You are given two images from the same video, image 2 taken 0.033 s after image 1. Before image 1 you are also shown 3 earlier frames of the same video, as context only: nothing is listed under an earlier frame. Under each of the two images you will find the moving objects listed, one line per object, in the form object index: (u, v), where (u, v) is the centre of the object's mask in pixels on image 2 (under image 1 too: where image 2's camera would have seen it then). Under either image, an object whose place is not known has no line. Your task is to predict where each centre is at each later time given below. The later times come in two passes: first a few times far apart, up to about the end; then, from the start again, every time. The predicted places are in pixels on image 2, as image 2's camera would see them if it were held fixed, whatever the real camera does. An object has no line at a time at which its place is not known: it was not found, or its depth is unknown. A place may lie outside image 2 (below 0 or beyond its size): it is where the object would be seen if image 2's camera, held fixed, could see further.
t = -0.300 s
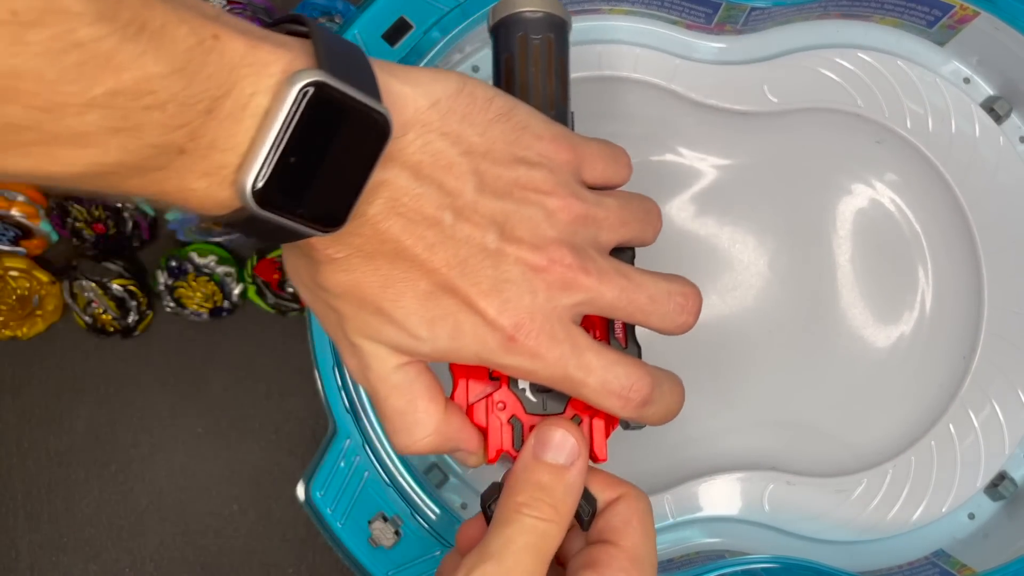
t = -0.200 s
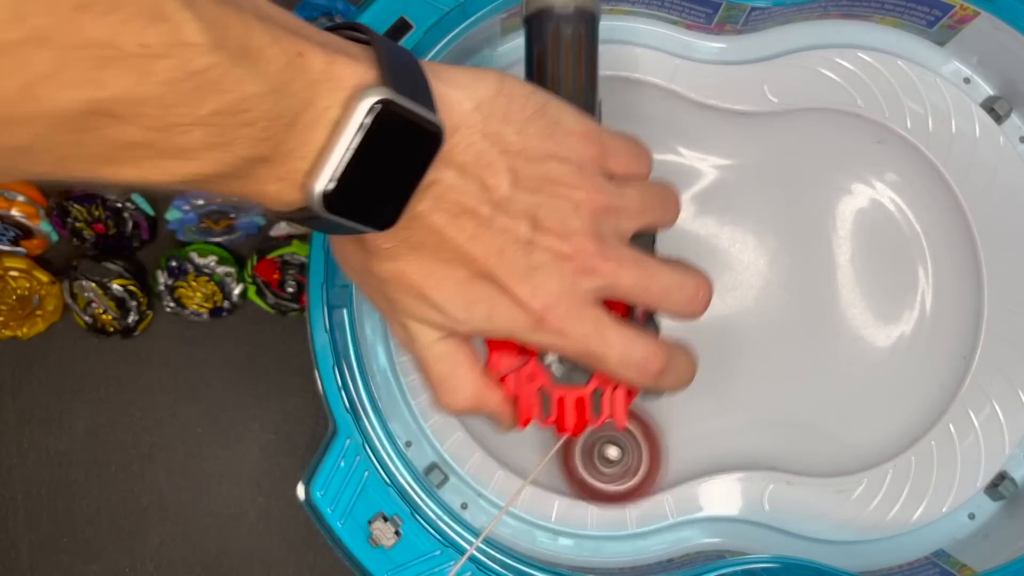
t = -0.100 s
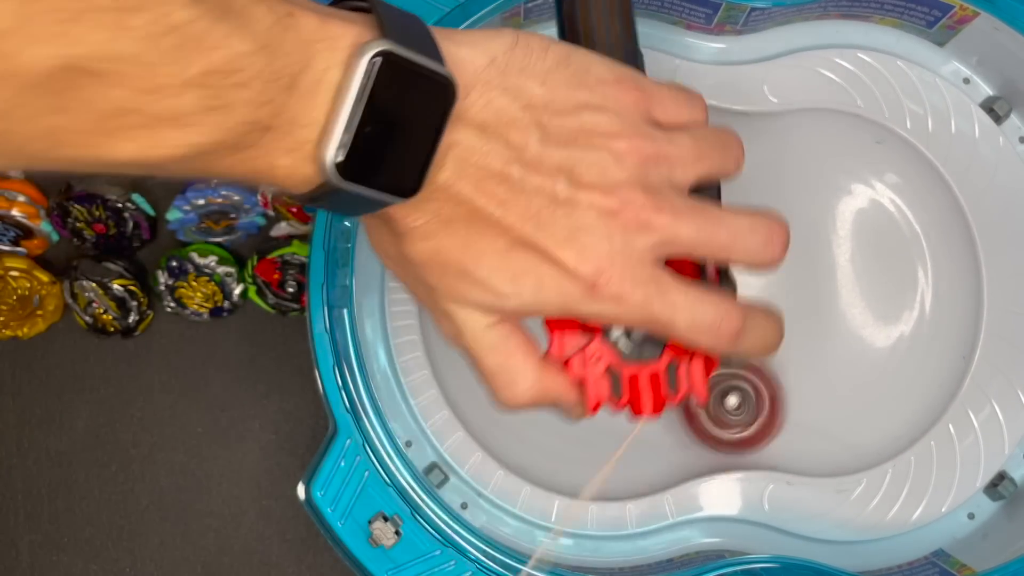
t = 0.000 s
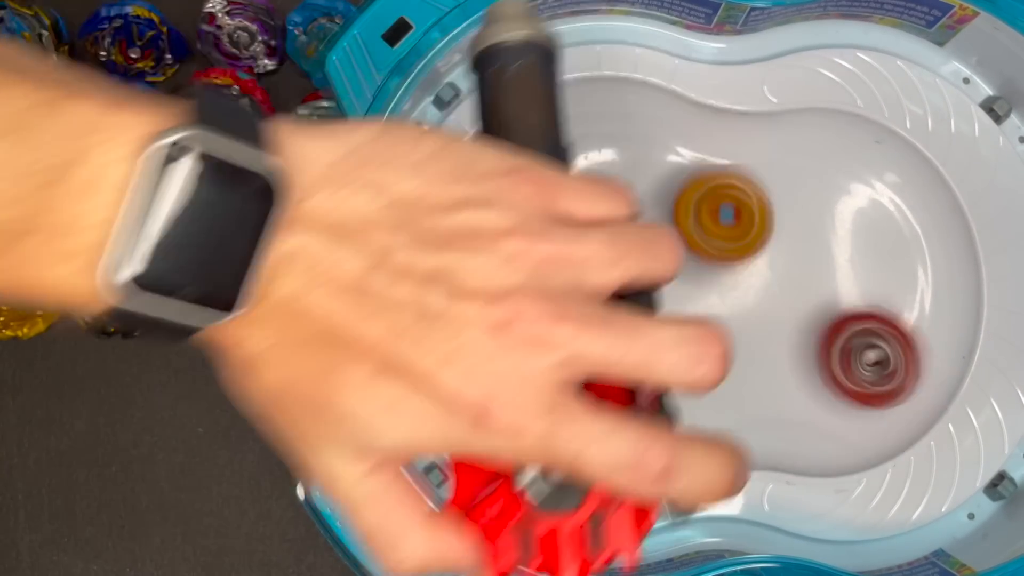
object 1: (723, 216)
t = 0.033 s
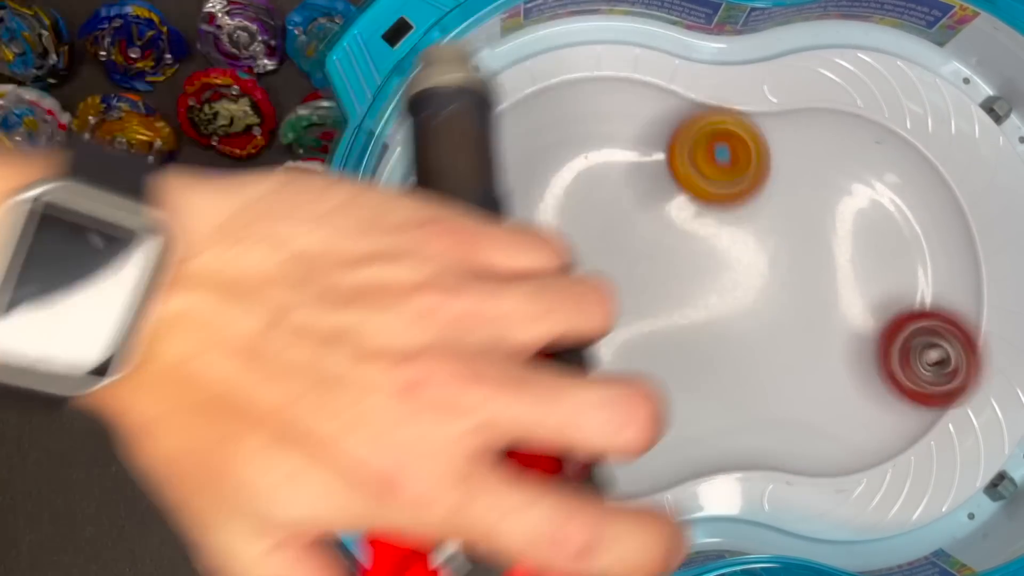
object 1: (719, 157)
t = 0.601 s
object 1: (743, 440)
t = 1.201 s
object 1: (496, 425)
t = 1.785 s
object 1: (690, 254)
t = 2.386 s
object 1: (756, 156)
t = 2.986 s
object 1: (681, 238)
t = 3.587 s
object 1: (851, 186)
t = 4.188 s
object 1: (844, 383)
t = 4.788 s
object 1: (603, 188)
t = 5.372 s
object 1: (671, 325)
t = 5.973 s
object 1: (684, 294)
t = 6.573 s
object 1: (612, 275)
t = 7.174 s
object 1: (919, 355)
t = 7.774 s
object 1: (566, 150)
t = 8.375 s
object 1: (646, 222)
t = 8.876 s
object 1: (731, 270)
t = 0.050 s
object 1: (714, 127)
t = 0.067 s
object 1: (709, 101)
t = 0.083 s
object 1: (704, 76)
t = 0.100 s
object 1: (696, 55)
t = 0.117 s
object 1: (684, 45)
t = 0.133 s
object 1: (666, 45)
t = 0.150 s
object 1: (646, 48)
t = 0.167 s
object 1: (628, 52)
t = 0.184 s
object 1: (607, 58)
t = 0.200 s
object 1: (588, 67)
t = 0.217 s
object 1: (570, 81)
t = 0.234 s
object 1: (553, 100)
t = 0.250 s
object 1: (538, 115)
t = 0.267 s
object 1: (520, 135)
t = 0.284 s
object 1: (505, 153)
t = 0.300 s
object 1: (496, 176)
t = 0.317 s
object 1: (489, 203)
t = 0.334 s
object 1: (484, 227)
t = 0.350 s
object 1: (481, 255)
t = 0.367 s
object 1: (482, 281)
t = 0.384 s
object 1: (484, 309)
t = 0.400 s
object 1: (490, 339)
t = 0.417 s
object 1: (496, 364)
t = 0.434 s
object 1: (509, 394)
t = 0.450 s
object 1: (522, 417)
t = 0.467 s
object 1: (542, 443)
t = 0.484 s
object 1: (565, 460)
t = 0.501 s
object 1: (590, 473)
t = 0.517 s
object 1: (619, 479)
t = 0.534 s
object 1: (645, 481)
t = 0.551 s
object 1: (672, 476)
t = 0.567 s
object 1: (697, 465)
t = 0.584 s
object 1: (721, 452)
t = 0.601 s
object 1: (743, 440)
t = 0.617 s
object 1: (764, 425)
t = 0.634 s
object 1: (782, 413)
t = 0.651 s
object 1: (807, 391)
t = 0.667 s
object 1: (832, 370)
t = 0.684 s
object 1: (854, 345)
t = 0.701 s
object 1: (878, 321)
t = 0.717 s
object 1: (899, 292)
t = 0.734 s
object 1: (921, 265)
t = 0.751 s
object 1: (938, 235)
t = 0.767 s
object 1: (951, 208)
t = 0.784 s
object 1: (960, 180)
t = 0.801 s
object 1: (966, 154)
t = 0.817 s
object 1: (969, 129)
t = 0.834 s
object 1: (971, 102)
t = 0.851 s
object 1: (971, 81)
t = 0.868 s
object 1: (956, 77)
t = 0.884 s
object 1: (929, 85)
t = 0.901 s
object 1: (903, 95)
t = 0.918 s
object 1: (875, 107)
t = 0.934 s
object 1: (845, 118)
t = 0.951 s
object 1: (817, 130)
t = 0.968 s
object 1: (786, 149)
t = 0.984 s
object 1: (761, 171)
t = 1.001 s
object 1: (734, 199)
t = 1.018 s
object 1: (707, 224)
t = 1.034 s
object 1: (681, 248)
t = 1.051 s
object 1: (655, 272)
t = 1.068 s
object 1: (625, 298)
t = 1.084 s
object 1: (599, 319)
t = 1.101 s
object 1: (576, 340)
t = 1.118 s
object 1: (551, 361)
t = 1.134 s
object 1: (532, 379)
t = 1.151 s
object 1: (513, 397)
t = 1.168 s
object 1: (501, 416)
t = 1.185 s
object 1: (497, 422)
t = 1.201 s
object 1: (496, 425)
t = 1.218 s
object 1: (497, 429)
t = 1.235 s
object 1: (497, 433)
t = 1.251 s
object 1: (495, 435)
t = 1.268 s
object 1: (495, 435)
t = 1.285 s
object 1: (502, 431)
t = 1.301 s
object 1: (509, 426)
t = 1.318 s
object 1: (516, 419)
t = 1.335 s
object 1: (528, 406)
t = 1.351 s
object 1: (542, 395)
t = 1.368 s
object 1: (557, 384)
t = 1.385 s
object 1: (564, 385)
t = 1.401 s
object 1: (569, 401)
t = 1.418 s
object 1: (573, 417)
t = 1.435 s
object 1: (578, 430)
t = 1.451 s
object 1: (585, 443)
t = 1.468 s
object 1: (595, 452)
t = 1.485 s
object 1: (606, 459)
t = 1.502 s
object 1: (618, 463)
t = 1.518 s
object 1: (628, 464)
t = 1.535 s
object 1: (639, 459)
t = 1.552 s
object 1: (650, 452)
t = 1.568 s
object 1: (661, 442)
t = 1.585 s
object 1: (672, 429)
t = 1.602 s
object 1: (682, 415)
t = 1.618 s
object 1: (689, 402)
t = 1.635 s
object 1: (694, 387)
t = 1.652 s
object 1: (699, 370)
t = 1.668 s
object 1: (703, 356)
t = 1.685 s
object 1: (705, 342)
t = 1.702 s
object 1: (705, 327)
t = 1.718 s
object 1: (705, 314)
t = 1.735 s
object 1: (702, 299)
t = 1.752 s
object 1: (698, 284)
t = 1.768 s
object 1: (694, 269)
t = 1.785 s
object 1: (690, 254)
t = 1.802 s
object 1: (693, 251)
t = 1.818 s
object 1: (704, 258)
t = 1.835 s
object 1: (714, 265)
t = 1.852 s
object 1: (723, 272)
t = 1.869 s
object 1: (731, 279)
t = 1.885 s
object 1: (739, 286)
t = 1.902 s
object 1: (746, 291)
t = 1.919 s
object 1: (752, 295)
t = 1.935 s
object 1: (757, 301)
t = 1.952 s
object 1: (762, 305)
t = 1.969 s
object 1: (766, 308)
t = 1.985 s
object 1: (769, 310)
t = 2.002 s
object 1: (771, 312)
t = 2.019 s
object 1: (773, 313)
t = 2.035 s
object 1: (773, 313)
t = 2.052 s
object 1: (772, 312)
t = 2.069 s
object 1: (771, 310)
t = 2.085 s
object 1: (768, 307)
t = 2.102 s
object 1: (764, 302)
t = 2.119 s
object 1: (759, 297)
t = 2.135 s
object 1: (752, 291)
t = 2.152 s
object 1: (742, 284)
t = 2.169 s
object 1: (731, 277)
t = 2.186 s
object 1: (719, 269)
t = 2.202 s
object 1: (705, 261)
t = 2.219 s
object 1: (692, 252)
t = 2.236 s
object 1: (697, 240)
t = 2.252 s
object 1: (708, 228)
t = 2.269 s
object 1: (717, 215)
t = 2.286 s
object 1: (726, 204)
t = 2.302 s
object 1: (733, 193)
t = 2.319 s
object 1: (738, 182)
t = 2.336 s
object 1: (743, 175)
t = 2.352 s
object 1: (748, 168)
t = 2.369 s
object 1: (753, 163)
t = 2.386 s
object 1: (756, 156)
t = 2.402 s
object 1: (757, 151)
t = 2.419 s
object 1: (757, 147)
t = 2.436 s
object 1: (756, 145)
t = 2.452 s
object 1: (753, 147)
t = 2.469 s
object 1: (750, 150)
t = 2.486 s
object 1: (747, 154)
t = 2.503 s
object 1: (743, 158)
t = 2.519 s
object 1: (737, 162)
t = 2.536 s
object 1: (731, 166)
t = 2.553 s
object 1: (724, 173)
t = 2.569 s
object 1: (716, 179)
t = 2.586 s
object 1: (710, 185)
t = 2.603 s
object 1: (705, 190)
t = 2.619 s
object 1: (698, 194)
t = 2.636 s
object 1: (690, 198)
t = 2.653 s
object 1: (682, 203)
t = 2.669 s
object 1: (674, 208)
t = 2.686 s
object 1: (668, 213)
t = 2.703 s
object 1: (663, 213)
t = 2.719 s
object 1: (662, 211)
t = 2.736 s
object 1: (666, 205)
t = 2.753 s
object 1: (669, 203)
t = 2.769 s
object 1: (673, 200)
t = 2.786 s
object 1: (677, 196)
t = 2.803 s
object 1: (679, 194)
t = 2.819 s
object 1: (680, 196)
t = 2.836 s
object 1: (682, 198)
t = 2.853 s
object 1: (684, 199)
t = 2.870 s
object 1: (683, 199)
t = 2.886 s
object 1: (682, 202)
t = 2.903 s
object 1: (682, 206)
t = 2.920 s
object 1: (684, 211)
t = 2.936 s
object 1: (683, 216)
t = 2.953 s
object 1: (681, 223)
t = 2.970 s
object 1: (680, 231)
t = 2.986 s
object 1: (681, 238)
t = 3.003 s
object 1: (682, 243)
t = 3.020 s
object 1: (682, 250)
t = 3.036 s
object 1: (685, 259)
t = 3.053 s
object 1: (690, 268)
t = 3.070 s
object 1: (695, 275)
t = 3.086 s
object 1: (699, 282)
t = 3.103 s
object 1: (706, 291)
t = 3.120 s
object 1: (715, 299)
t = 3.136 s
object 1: (724, 306)
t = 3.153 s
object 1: (731, 312)
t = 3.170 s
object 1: (742, 320)
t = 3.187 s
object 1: (754, 326)
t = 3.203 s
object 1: (766, 330)
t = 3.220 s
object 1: (777, 336)
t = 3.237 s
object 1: (792, 342)
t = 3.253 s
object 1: (807, 346)
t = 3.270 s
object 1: (822, 349)
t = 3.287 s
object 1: (835, 354)
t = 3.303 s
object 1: (851, 358)
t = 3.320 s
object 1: (867, 359)
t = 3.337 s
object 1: (880, 357)
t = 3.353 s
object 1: (893, 357)
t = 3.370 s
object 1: (907, 352)
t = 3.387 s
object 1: (919, 343)
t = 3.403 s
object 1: (926, 334)
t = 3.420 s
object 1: (935, 325)
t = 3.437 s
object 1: (941, 311)
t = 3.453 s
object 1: (942, 293)
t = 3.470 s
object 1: (940, 278)
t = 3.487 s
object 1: (938, 261)
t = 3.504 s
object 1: (930, 242)
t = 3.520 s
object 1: (917, 226)
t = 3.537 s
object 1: (905, 213)
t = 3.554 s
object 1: (890, 200)
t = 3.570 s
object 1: (870, 190)
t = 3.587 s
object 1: (851, 186)
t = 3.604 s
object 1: (835, 181)
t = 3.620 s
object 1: (813, 180)
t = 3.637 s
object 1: (793, 183)
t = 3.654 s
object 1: (776, 187)
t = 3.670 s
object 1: (754, 193)
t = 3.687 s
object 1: (733, 202)
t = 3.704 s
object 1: (714, 214)
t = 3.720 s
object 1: (702, 229)
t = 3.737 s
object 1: (698, 247)
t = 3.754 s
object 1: (691, 264)
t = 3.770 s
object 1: (685, 281)
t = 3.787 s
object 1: (683, 298)
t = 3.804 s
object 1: (682, 312)
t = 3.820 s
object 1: (680, 327)
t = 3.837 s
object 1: (682, 341)
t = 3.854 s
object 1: (683, 352)
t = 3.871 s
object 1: (685, 366)
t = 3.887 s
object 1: (690, 374)
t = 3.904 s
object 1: (693, 383)
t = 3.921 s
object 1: (699, 392)
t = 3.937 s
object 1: (705, 397)
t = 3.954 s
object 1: (710, 403)
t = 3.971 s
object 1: (718, 408)
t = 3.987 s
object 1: (725, 410)
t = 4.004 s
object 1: (732, 413)
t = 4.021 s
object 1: (742, 414)
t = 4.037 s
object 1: (749, 414)
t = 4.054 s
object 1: (760, 415)
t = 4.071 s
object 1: (769, 412)
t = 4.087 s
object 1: (778, 411)
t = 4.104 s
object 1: (790, 407)
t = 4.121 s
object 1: (800, 402)
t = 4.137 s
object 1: (811, 399)
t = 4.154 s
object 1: (823, 392)
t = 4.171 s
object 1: (833, 388)
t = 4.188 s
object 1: (844, 383)
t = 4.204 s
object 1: (851, 378)
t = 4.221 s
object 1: (860, 374)
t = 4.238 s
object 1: (865, 366)
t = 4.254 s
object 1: (869, 360)
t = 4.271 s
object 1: (872, 351)
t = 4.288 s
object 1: (873, 342)
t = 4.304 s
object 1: (874, 334)
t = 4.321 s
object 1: (873, 323)
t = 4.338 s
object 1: (871, 314)
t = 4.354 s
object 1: (869, 304)
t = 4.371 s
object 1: (864, 295)
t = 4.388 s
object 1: (861, 287)
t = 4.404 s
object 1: (855, 278)
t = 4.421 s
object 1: (849, 270)
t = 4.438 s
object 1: (844, 262)
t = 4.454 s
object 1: (836, 256)
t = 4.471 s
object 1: (831, 250)
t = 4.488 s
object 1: (822, 244)
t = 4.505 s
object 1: (815, 239)
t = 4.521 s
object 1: (807, 233)
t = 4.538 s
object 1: (797, 229)
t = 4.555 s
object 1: (790, 224)
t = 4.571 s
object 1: (779, 219)
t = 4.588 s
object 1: (770, 216)
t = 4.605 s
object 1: (760, 210)
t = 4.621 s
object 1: (746, 208)
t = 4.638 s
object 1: (734, 206)
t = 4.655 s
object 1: (719, 203)
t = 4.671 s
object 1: (705, 203)
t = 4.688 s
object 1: (691, 199)
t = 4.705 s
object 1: (675, 199)
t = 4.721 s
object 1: (661, 197)
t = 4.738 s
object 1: (644, 195)
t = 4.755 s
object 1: (632, 193)
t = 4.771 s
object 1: (615, 189)
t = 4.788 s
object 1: (603, 188)
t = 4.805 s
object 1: (591, 185)
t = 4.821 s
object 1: (580, 188)
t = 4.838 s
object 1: (570, 189)
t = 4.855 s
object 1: (559, 194)
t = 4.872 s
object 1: (551, 199)
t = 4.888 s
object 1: (541, 204)
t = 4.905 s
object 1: (534, 212)
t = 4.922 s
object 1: (527, 219)
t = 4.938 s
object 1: (520, 229)
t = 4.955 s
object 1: (516, 237)
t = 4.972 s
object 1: (511, 247)
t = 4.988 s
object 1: (511, 257)
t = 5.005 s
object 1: (508, 267)
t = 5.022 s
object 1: (509, 278)
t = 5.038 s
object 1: (510, 287)
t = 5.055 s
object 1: (512, 298)
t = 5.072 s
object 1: (516, 306)
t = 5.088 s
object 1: (519, 316)
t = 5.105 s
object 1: (526, 324)
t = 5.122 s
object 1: (531, 332)
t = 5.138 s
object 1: (539, 339)
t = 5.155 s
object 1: (546, 344)
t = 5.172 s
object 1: (555, 351)
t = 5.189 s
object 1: (564, 353)
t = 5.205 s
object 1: (572, 358)
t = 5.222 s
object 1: (583, 359)
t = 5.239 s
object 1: (592, 360)
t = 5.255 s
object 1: (603, 360)
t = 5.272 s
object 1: (612, 358)
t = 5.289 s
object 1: (621, 356)
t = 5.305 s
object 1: (631, 348)
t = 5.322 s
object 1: (640, 344)
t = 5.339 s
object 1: (652, 336)
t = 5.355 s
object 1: (660, 331)
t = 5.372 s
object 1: (671, 325)
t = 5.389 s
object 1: (678, 319)
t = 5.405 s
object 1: (688, 314)
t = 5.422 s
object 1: (694, 308)
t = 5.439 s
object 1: (702, 304)
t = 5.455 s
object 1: (700, 305)
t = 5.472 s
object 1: (698, 312)
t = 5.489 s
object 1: (696, 314)
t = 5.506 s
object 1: (695, 318)
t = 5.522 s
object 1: (695, 316)
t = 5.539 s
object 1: (694, 318)
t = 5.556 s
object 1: (697, 317)
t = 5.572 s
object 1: (696, 317)
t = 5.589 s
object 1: (699, 316)
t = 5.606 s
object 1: (700, 317)
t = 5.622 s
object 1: (702, 316)
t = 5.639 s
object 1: (703, 315)
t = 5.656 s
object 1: (705, 314)
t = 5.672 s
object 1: (705, 313)
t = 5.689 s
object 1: (706, 312)
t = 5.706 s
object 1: (706, 310)
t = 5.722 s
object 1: (706, 308)
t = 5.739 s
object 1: (705, 305)
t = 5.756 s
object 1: (705, 303)
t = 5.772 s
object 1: (703, 300)
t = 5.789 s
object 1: (702, 298)
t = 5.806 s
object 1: (700, 295)
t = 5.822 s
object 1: (699, 292)
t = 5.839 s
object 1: (697, 291)
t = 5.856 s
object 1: (696, 295)
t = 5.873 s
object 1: (694, 296)
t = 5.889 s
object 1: (693, 297)
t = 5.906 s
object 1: (690, 296)
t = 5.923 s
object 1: (689, 297)
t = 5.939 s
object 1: (687, 296)
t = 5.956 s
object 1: (686, 296)
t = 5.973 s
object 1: (684, 294)
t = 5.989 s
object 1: (682, 294)
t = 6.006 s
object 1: (679, 291)
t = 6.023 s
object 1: (677, 291)
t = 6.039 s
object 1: (675, 288)
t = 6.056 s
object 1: (672, 287)
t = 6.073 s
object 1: (669, 284)
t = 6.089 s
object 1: (666, 283)
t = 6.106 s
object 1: (664, 281)
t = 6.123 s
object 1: (662, 282)
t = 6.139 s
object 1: (661, 281)
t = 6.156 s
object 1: (659, 281)
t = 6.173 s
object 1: (657, 280)
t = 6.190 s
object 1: (655, 279)
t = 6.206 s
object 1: (653, 278)
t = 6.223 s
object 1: (650, 277)
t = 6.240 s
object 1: (647, 275)
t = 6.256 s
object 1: (644, 275)
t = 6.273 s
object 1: (640, 272)
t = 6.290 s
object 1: (637, 271)
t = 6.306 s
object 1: (634, 269)
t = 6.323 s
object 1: (630, 268)
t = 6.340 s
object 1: (627, 264)
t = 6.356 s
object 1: (624, 263)
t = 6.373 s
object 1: (622, 263)
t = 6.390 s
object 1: (622, 265)
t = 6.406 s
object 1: (624, 267)
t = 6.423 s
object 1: (622, 269)
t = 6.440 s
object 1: (622, 270)
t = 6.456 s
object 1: (619, 271)
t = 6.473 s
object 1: (619, 271)
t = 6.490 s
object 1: (617, 272)
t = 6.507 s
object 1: (616, 272)
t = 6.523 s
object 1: (615, 274)
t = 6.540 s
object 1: (614, 273)
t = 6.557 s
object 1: (613, 275)
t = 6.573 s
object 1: (612, 275)
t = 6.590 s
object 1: (614, 280)
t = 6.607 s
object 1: (616, 283)
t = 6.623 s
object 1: (619, 286)
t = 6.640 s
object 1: (621, 289)
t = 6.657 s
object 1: (625, 291)
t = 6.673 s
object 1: (627, 294)
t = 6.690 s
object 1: (630, 296)
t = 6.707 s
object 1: (634, 301)
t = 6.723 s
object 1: (639, 305)
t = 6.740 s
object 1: (643, 309)
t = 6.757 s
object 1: (648, 313)
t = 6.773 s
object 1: (653, 317)
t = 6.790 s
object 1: (657, 320)
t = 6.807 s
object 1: (663, 323)
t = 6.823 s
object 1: (668, 327)
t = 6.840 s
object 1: (677, 338)
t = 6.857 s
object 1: (689, 344)
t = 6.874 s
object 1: (701, 356)
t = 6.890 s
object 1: (713, 360)
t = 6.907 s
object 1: (728, 369)
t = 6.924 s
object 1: (739, 373)
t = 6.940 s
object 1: (756, 378)
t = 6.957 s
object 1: (767, 383)
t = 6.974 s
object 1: (783, 385)
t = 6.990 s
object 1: (796, 391)
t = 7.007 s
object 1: (810, 393)
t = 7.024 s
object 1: (824, 395)
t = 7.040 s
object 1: (838, 399)
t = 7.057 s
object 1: (849, 398)
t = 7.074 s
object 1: (864, 399)
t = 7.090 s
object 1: (874, 397)
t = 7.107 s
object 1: (886, 390)
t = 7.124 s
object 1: (897, 386)
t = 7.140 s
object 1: (905, 375)
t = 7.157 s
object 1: (914, 365)
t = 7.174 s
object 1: (919, 355)
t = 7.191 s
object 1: (922, 340)
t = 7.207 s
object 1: (925, 329)
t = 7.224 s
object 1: (923, 314)
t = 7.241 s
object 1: (923, 300)
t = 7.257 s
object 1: (918, 288)
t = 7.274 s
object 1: (911, 273)
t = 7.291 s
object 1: (904, 261)
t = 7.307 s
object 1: (894, 250)
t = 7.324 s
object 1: (885, 239)
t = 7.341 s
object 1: (874, 231)
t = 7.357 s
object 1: (861, 222)
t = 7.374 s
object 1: (850, 216)
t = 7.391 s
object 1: (836, 211)
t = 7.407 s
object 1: (824, 206)
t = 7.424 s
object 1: (810, 204)
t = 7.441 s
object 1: (796, 201)
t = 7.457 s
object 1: (783, 200)
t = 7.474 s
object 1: (768, 199)
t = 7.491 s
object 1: (753, 197)
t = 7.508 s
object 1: (737, 197)
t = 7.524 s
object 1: (720, 197)
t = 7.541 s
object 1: (706, 197)
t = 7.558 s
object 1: (689, 197)
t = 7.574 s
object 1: (672, 196)
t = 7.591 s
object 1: (659, 194)
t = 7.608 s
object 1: (654, 187)
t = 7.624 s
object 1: (646, 177)
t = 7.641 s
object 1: (641, 170)
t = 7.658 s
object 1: (631, 161)
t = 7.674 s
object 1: (625, 155)
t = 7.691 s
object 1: (615, 152)
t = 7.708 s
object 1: (605, 147)
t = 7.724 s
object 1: (597, 146)
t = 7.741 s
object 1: (585, 146)
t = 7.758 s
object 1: (576, 145)
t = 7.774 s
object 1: (566, 150)
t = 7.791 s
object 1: (555, 154)
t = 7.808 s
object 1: (549, 159)
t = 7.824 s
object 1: (540, 168)
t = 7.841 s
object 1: (533, 175)
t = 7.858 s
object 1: (530, 184)
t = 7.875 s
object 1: (525, 195)
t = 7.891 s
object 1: (522, 202)
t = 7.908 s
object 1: (522, 214)
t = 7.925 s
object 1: (519, 222)
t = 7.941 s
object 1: (520, 229)
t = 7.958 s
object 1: (520, 238)
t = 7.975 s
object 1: (521, 236)
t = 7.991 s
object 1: (523, 237)
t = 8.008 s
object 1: (523, 238)
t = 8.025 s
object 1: (524, 241)
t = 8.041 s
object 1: (525, 243)
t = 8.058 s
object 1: (527, 245)
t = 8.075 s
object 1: (531, 247)
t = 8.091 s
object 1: (534, 250)
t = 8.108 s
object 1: (538, 252)
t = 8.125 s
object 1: (542, 253)
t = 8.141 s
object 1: (547, 256)
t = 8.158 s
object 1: (552, 257)
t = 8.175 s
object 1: (557, 258)
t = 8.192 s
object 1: (563, 261)
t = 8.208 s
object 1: (569, 262)
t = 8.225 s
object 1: (576, 264)
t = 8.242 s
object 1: (583, 266)
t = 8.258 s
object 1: (590, 267)
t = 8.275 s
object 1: (599, 268)
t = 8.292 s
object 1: (606, 269)
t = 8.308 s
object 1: (614, 263)
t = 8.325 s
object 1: (625, 252)
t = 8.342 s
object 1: (631, 244)
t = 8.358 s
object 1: (637, 233)
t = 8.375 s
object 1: (646, 222)
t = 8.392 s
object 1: (654, 217)
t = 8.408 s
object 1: (658, 213)
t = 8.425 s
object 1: (661, 208)
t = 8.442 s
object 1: (665, 200)
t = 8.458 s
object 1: (671, 195)
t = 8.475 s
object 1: (675, 192)
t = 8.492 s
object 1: (678, 188)
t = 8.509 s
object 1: (682, 185)
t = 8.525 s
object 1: (687, 183)
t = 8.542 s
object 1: (689, 184)
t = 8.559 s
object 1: (691, 183)
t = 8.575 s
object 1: (693, 183)
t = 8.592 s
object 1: (696, 183)
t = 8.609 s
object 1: (698, 185)
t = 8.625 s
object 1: (699, 187)
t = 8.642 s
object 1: (700, 190)
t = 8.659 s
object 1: (702, 194)
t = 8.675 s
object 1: (702, 200)
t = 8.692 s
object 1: (701, 206)
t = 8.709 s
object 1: (700, 212)
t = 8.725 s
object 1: (700, 219)
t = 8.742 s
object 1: (702, 226)
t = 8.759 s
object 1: (703, 233)
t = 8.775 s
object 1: (707, 238)
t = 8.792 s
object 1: (712, 244)
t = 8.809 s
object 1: (715, 250)
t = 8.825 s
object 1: (717, 257)
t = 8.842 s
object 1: (720, 260)
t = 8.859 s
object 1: (725, 265)
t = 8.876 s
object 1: (731, 270)
